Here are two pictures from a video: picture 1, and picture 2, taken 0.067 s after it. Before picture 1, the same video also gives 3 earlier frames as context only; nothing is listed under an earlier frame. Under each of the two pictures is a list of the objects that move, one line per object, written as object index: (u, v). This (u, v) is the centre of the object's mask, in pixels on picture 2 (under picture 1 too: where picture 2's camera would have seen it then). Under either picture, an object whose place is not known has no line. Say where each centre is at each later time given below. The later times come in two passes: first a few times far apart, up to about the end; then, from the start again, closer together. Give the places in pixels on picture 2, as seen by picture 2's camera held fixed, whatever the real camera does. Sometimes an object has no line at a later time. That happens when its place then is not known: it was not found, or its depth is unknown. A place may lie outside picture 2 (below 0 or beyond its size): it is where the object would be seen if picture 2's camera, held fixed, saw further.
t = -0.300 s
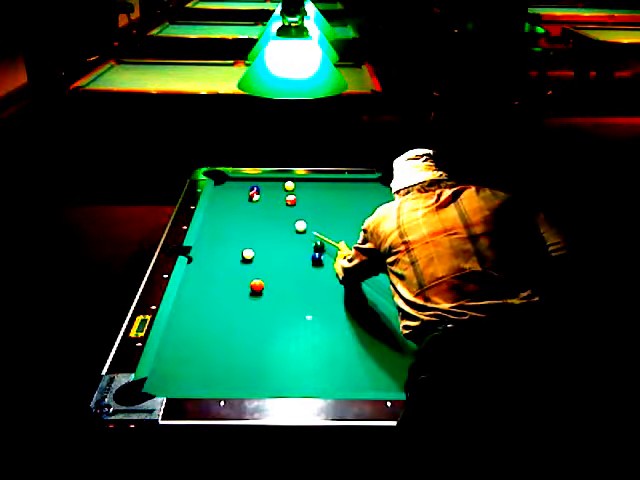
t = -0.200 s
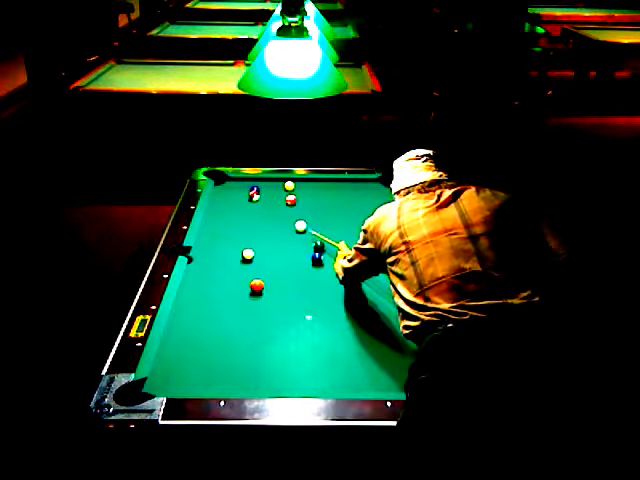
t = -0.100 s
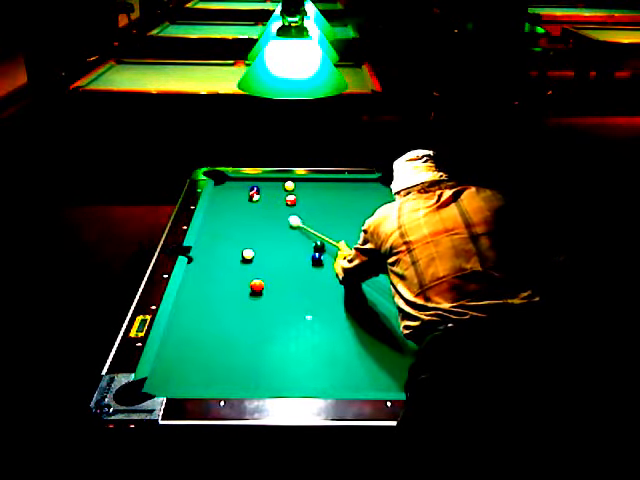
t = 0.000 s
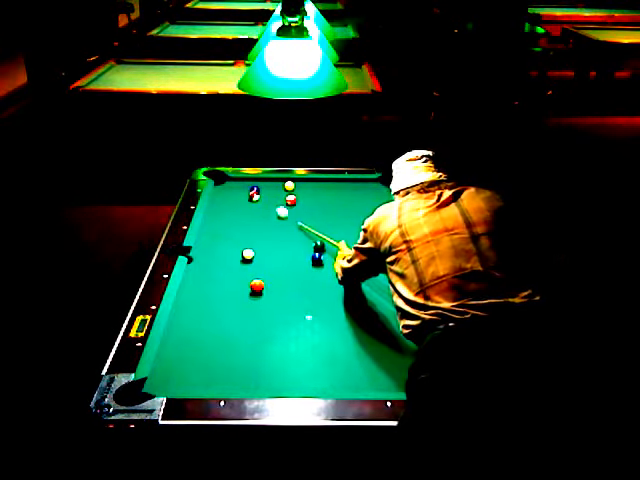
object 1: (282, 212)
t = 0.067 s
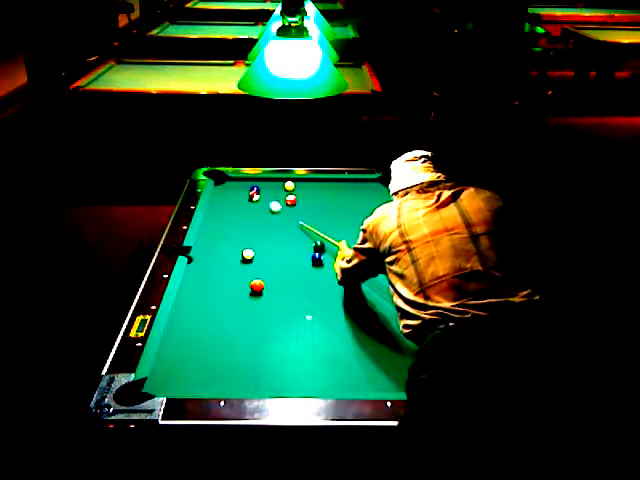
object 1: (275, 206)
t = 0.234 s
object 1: (265, 195)
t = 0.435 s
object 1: (269, 186)
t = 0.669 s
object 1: (273, 180)
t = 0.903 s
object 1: (276, 185)
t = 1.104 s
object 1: (278, 188)
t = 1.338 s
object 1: (281, 193)
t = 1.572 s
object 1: (283, 197)
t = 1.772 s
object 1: (281, 199)
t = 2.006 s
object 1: (279, 200)
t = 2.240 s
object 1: (278, 202)
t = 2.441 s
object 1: (278, 204)
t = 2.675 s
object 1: (277, 205)
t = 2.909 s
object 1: (276, 205)
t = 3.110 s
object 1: (276, 206)
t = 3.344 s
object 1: (275, 207)
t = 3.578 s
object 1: (275, 207)
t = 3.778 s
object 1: (275, 207)
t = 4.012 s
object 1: (275, 207)
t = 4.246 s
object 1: (275, 207)
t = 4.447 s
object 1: (275, 207)
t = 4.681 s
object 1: (274, 207)
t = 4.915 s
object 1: (274, 207)
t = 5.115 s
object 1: (275, 207)
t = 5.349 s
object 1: (275, 207)
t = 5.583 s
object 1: (275, 207)
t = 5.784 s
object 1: (274, 207)
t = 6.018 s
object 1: (274, 207)
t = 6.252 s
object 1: (274, 207)
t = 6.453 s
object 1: (275, 207)
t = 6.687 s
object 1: (275, 207)
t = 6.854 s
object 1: (275, 207)
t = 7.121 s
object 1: (274, 207)
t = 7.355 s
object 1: (275, 207)
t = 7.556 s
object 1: (275, 207)
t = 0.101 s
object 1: (272, 203)
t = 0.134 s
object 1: (268, 201)
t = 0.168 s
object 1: (265, 198)
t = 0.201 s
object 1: (264, 197)
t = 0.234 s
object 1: (265, 195)
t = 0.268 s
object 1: (266, 194)
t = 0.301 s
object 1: (267, 192)
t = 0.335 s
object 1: (268, 191)
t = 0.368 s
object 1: (269, 189)
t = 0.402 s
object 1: (269, 188)
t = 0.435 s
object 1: (269, 186)
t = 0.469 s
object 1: (270, 185)
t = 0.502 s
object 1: (271, 184)
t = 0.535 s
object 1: (271, 182)
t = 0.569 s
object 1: (272, 181)
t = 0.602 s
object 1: (272, 180)
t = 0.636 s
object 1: (273, 180)
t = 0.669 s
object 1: (273, 180)
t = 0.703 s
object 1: (273, 180)
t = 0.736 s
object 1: (274, 181)
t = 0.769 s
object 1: (275, 182)
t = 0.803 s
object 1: (275, 183)
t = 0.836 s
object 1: (275, 183)
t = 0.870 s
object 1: (276, 184)
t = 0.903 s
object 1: (276, 185)
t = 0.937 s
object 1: (276, 185)
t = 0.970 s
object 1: (277, 186)
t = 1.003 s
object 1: (277, 186)
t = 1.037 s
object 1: (278, 187)
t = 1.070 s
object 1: (278, 188)
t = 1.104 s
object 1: (278, 188)
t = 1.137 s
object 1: (279, 189)
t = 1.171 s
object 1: (279, 190)
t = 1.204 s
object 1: (280, 191)
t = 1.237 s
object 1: (280, 191)
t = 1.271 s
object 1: (281, 192)
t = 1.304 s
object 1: (281, 193)
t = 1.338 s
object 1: (281, 193)
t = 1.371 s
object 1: (282, 194)
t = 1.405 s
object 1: (282, 194)
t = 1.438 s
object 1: (282, 195)
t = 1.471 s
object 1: (283, 196)
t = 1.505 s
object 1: (282, 196)
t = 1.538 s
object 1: (283, 197)
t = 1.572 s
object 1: (283, 197)
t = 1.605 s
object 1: (282, 197)
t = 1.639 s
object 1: (282, 198)
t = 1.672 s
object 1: (282, 198)
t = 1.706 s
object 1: (282, 198)
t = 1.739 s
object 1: (281, 199)
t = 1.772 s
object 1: (281, 199)
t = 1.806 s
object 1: (281, 199)
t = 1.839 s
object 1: (281, 199)
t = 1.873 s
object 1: (280, 200)
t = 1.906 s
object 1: (280, 200)
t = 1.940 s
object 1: (280, 200)
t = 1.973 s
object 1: (279, 200)
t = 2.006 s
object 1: (279, 200)
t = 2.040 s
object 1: (279, 201)
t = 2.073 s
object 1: (279, 201)
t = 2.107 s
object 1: (278, 201)
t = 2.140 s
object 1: (278, 201)
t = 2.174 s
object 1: (278, 202)
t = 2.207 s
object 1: (278, 202)
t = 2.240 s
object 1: (278, 202)
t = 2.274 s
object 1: (278, 202)
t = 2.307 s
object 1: (278, 202)
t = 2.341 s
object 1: (278, 203)
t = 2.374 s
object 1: (278, 203)
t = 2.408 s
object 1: (278, 203)
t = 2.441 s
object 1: (278, 204)
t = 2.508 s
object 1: (277, 204)
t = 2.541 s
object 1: (277, 204)
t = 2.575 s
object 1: (277, 204)
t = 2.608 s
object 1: (277, 204)
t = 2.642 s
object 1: (277, 205)
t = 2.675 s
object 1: (277, 205)
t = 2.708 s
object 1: (277, 205)
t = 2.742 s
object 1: (277, 205)
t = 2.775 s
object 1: (277, 205)
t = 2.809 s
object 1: (277, 205)
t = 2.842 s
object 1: (276, 205)
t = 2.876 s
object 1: (276, 205)
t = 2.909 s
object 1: (276, 205)
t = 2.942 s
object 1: (276, 206)
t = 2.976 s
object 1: (276, 206)
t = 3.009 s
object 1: (276, 205)
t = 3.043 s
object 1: (276, 206)
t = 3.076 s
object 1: (276, 206)
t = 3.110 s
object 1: (276, 206)
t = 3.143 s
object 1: (275, 206)
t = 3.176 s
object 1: (275, 206)
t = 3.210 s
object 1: (275, 206)
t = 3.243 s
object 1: (275, 206)
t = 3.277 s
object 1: (275, 207)
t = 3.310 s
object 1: (275, 207)
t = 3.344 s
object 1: (275, 207)
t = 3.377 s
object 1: (275, 207)
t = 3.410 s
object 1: (275, 207)
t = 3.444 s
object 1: (275, 207)
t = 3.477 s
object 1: (275, 207)
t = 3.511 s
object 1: (275, 207)
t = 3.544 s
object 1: (275, 207)
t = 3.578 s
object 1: (275, 207)
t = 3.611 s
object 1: (275, 207)
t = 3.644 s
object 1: (275, 207)
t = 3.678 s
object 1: (275, 207)
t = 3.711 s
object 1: (275, 207)
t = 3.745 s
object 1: (275, 207)
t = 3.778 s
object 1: (275, 207)
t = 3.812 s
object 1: (275, 207)
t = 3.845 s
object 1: (275, 207)
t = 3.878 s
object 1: (275, 207)
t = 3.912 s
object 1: (275, 207)
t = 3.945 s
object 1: (275, 207)
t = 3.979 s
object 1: (275, 207)
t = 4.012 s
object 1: (275, 207)
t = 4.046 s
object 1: (275, 207)
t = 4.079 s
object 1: (275, 207)
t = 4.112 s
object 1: (275, 207)
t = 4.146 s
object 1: (275, 207)
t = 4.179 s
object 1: (275, 207)
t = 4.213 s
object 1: (275, 207)
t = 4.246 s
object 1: (275, 207)
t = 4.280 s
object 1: (275, 207)
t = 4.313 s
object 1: (275, 207)
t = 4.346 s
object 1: (275, 207)
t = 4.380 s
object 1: (275, 207)
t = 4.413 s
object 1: (275, 207)
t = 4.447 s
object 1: (275, 207)
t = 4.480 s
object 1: (274, 207)
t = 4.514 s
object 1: (274, 207)
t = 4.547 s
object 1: (274, 207)
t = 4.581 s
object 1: (274, 207)
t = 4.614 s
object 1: (275, 207)
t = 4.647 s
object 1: (274, 207)
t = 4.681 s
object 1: (274, 207)
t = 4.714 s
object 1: (275, 207)
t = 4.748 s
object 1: (275, 207)
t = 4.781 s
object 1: (275, 207)
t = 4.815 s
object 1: (275, 207)
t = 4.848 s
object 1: (275, 207)
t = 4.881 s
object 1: (274, 207)
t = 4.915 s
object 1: (274, 207)
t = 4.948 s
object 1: (275, 207)
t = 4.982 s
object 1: (275, 207)
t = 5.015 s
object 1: (275, 207)
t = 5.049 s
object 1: (275, 207)
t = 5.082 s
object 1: (275, 207)
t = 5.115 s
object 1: (275, 207)
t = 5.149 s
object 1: (275, 207)
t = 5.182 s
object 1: (275, 207)
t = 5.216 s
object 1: (275, 207)
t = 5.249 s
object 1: (275, 207)
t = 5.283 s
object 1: (275, 207)
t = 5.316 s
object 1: (275, 207)
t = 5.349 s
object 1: (275, 207)
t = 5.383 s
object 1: (275, 207)
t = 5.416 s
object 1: (275, 207)
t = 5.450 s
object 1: (275, 207)
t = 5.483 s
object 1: (275, 207)
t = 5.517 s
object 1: (275, 207)
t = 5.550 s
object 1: (275, 207)
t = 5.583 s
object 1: (275, 207)
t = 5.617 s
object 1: (274, 207)
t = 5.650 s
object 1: (274, 207)
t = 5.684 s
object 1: (274, 207)
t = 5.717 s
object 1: (274, 207)
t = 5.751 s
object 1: (274, 207)
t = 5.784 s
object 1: (274, 207)
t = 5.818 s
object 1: (274, 207)
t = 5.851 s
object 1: (274, 207)
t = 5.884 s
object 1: (274, 207)
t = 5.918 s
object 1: (274, 207)
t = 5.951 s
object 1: (274, 207)
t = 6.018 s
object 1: (274, 207)
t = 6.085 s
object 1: (274, 207)
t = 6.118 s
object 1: (274, 207)
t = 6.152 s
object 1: (274, 207)
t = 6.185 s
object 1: (274, 207)
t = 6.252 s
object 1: (274, 207)
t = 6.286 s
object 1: (274, 207)
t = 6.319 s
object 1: (274, 207)
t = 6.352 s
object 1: (274, 207)
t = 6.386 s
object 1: (274, 207)
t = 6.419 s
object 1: (275, 207)
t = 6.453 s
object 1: (275, 207)
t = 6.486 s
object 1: (275, 207)
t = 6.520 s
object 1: (275, 207)
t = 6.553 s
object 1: (275, 207)
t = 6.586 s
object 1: (275, 207)
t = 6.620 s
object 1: (275, 207)
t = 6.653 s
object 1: (275, 207)
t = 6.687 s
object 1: (275, 207)
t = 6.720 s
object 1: (275, 207)
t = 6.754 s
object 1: (275, 207)
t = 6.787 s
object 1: (275, 207)
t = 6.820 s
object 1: (275, 207)
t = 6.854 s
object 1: (275, 207)
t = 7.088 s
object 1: (273, 207)
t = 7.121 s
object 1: (274, 207)
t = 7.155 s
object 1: (275, 207)
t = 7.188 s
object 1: (275, 207)
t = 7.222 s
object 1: (274, 207)
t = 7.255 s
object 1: (275, 207)
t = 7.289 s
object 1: (275, 207)
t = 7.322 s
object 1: (275, 207)
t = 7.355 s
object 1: (275, 207)
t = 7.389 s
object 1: (275, 207)
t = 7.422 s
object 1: (275, 207)
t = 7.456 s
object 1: (275, 207)
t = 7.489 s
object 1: (275, 207)
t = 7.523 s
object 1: (275, 207)
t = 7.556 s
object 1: (275, 207)
